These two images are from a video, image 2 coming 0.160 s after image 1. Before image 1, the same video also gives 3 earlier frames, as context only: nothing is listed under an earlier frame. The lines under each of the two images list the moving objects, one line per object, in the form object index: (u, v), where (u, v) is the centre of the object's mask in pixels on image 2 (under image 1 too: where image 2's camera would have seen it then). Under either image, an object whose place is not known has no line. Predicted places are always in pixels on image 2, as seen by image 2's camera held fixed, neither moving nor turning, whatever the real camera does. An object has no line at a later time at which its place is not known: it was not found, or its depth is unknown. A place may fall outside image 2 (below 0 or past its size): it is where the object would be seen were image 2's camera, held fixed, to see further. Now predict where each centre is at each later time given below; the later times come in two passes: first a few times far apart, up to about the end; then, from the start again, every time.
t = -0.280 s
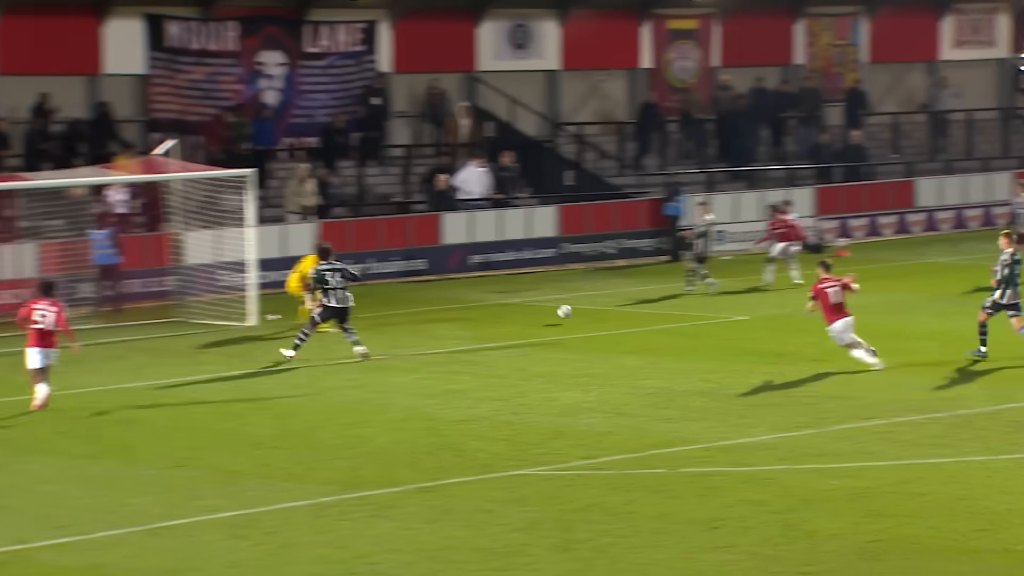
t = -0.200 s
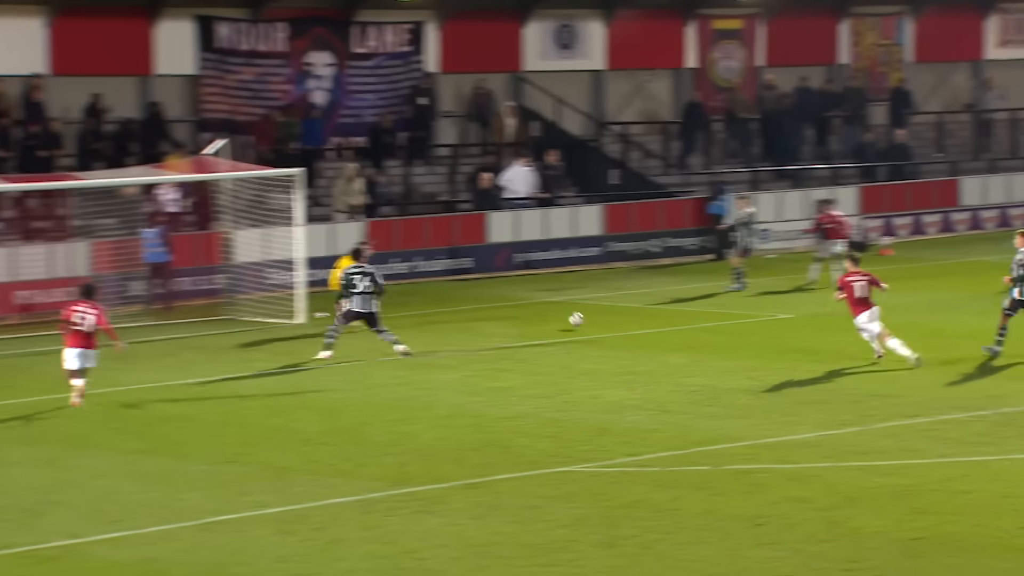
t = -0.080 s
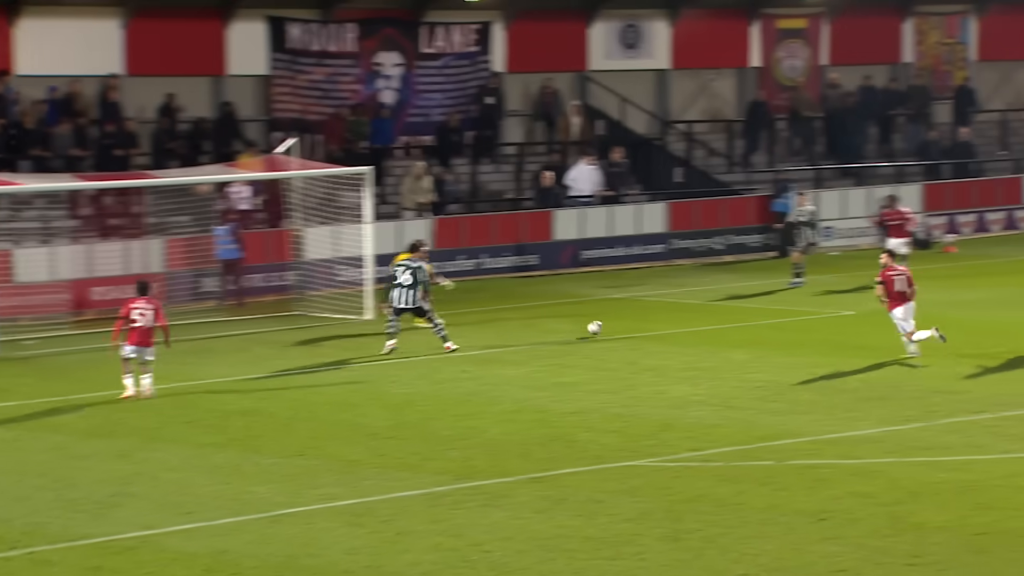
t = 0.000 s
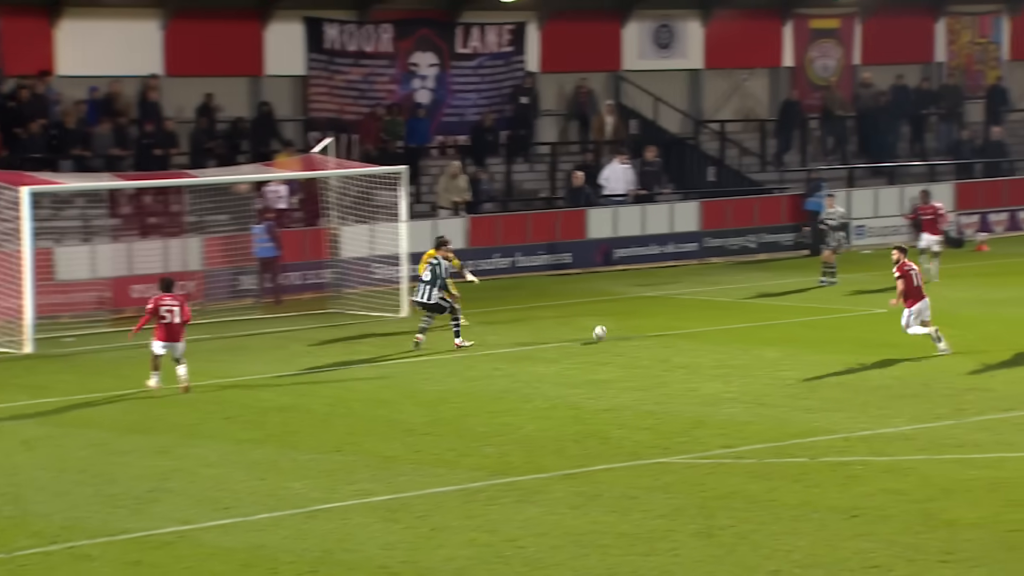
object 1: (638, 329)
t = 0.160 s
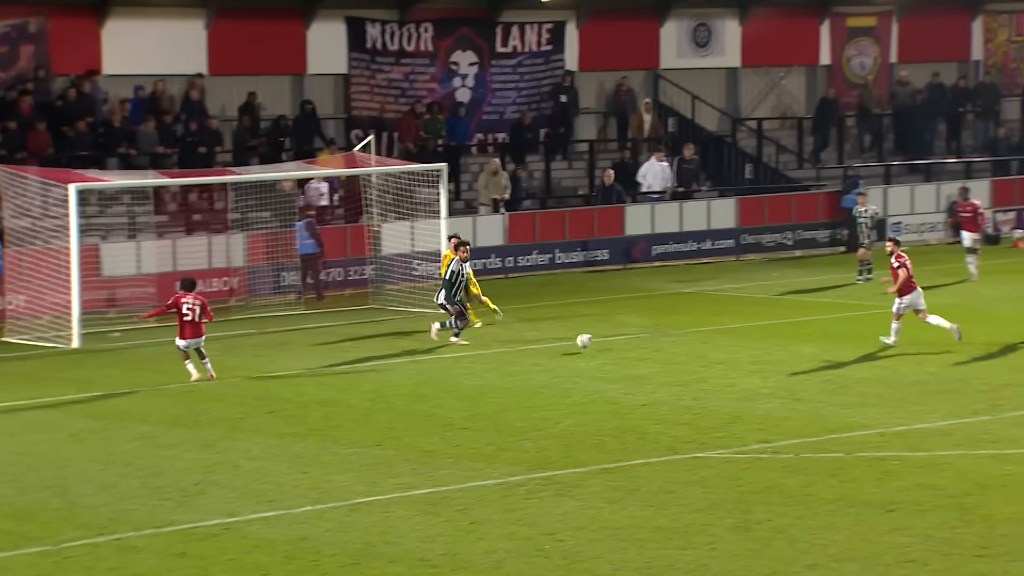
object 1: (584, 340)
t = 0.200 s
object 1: (572, 344)
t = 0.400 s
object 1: (514, 360)
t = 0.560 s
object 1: (471, 376)
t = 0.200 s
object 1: (572, 344)
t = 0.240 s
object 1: (559, 349)
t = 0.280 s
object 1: (547, 355)
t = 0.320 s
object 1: (536, 357)
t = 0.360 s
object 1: (525, 358)
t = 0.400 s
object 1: (514, 360)
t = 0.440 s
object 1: (503, 364)
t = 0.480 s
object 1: (492, 369)
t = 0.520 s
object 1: (481, 374)
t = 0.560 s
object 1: (471, 376)
